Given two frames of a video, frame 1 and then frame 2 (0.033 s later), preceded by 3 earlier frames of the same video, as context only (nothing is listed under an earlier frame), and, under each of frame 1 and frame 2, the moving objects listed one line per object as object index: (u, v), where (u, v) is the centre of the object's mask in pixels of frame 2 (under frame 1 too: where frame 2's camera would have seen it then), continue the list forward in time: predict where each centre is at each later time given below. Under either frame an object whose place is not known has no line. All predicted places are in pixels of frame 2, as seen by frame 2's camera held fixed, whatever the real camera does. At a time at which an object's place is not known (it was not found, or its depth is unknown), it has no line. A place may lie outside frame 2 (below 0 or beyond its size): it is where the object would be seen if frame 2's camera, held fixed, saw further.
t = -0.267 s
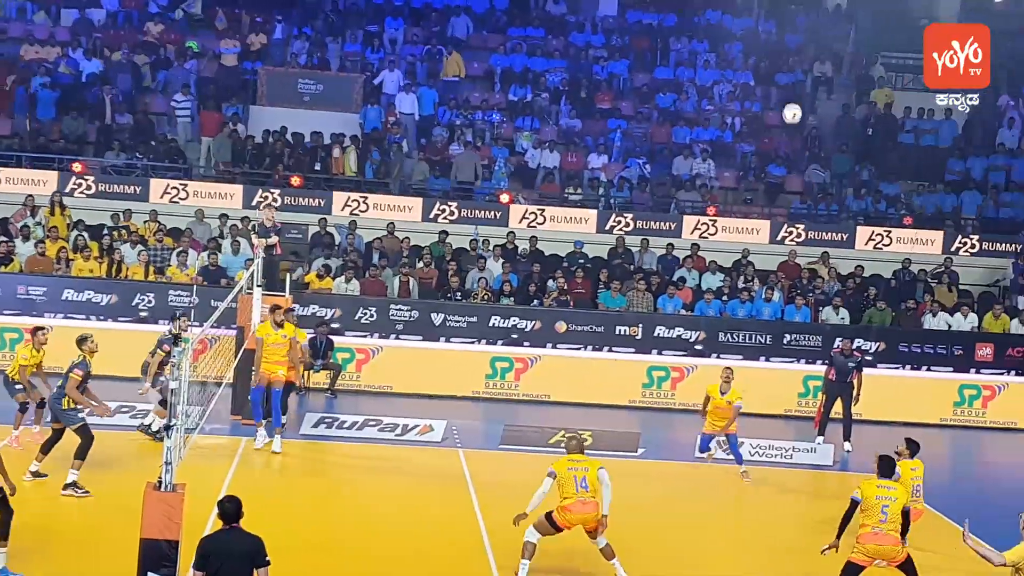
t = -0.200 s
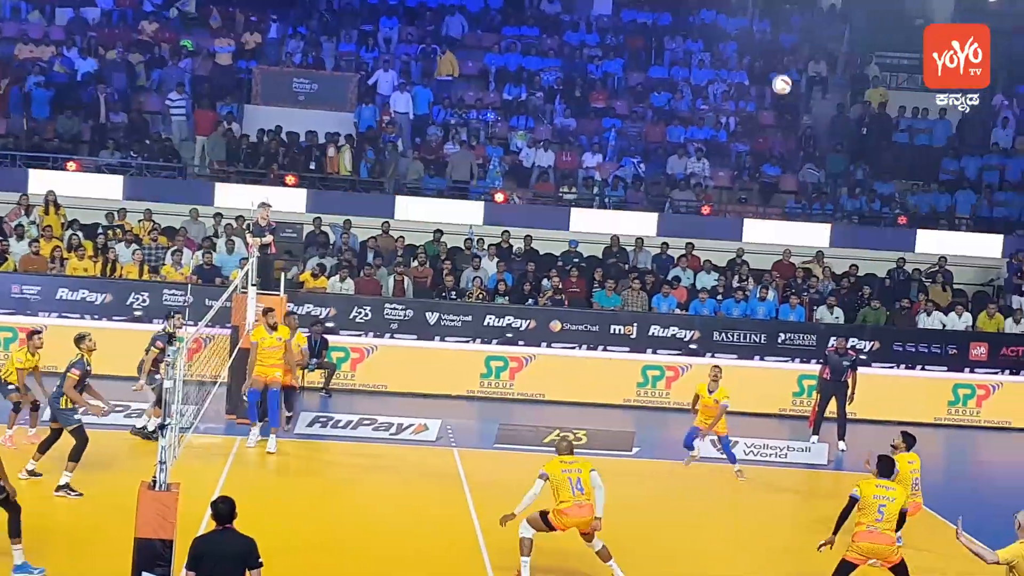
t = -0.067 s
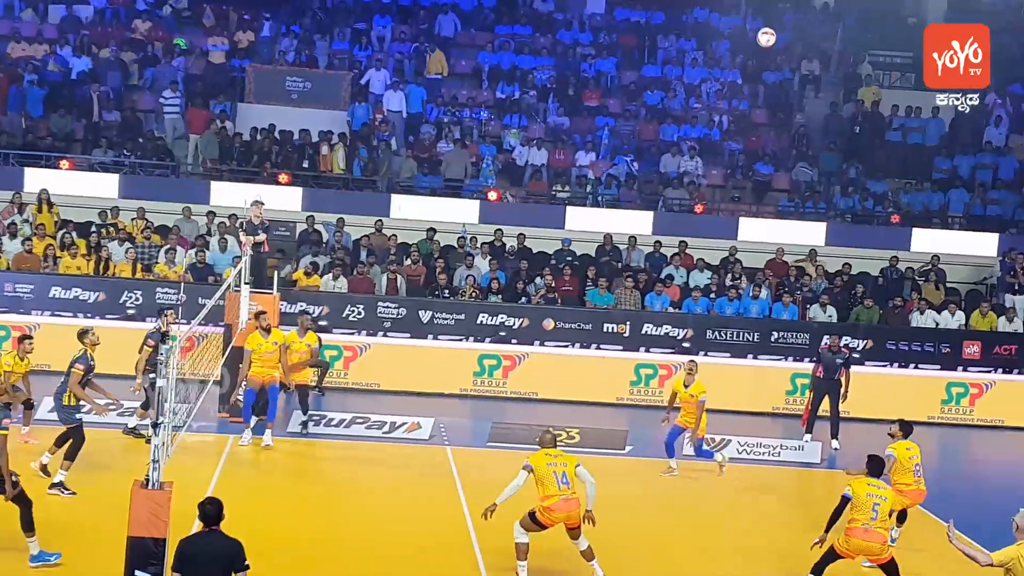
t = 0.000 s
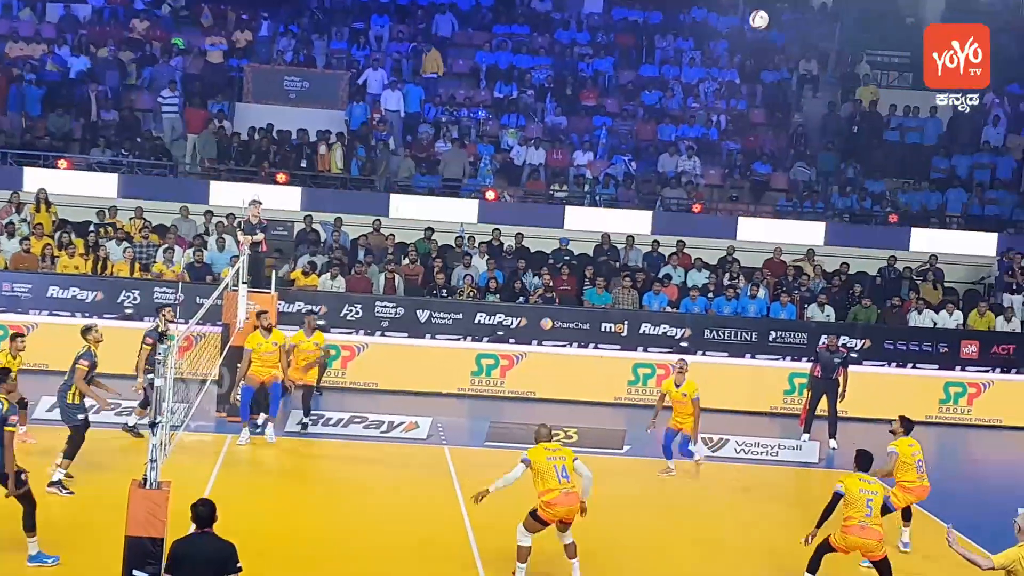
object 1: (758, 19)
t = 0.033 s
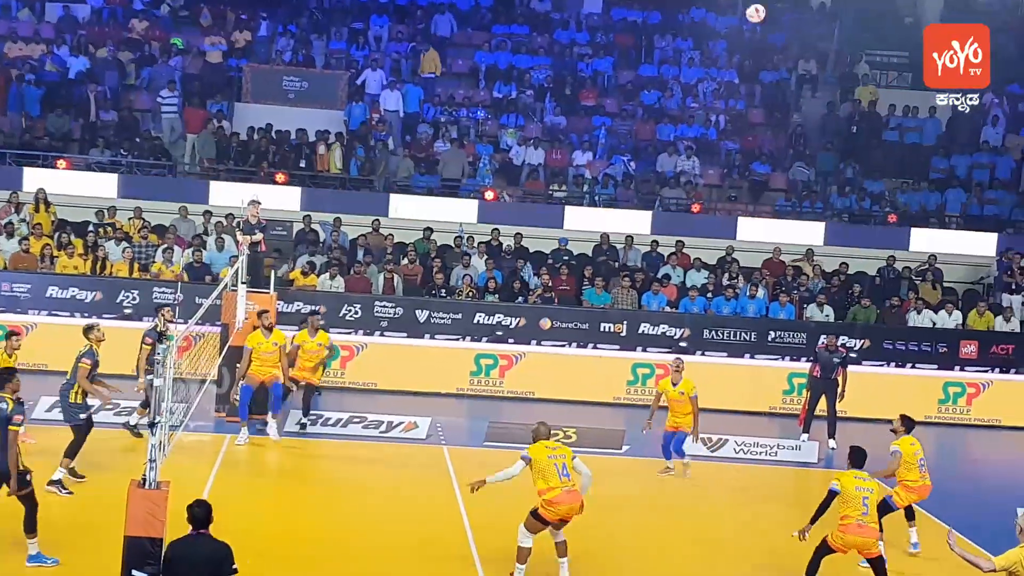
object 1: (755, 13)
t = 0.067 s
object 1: (752, 8)
